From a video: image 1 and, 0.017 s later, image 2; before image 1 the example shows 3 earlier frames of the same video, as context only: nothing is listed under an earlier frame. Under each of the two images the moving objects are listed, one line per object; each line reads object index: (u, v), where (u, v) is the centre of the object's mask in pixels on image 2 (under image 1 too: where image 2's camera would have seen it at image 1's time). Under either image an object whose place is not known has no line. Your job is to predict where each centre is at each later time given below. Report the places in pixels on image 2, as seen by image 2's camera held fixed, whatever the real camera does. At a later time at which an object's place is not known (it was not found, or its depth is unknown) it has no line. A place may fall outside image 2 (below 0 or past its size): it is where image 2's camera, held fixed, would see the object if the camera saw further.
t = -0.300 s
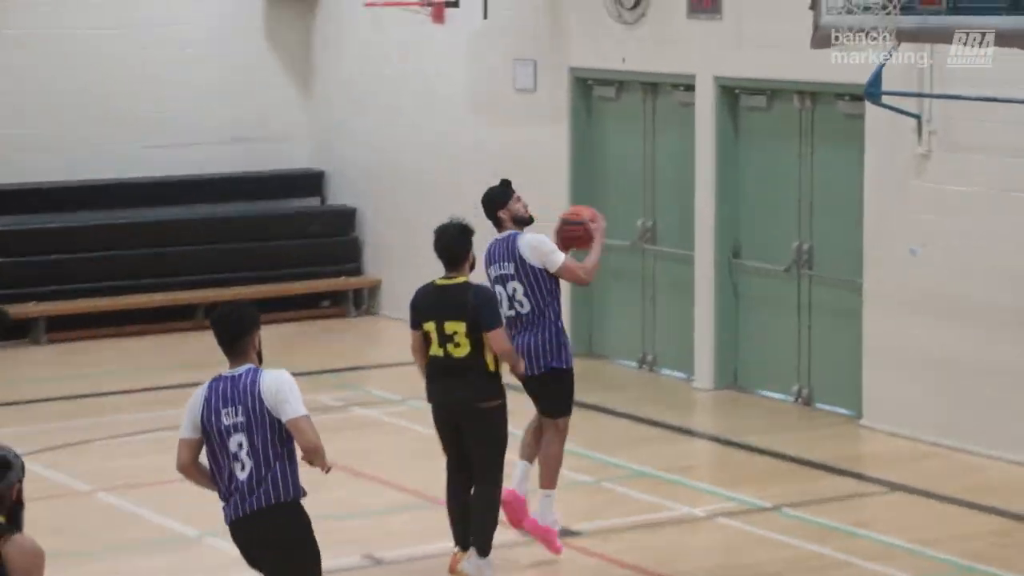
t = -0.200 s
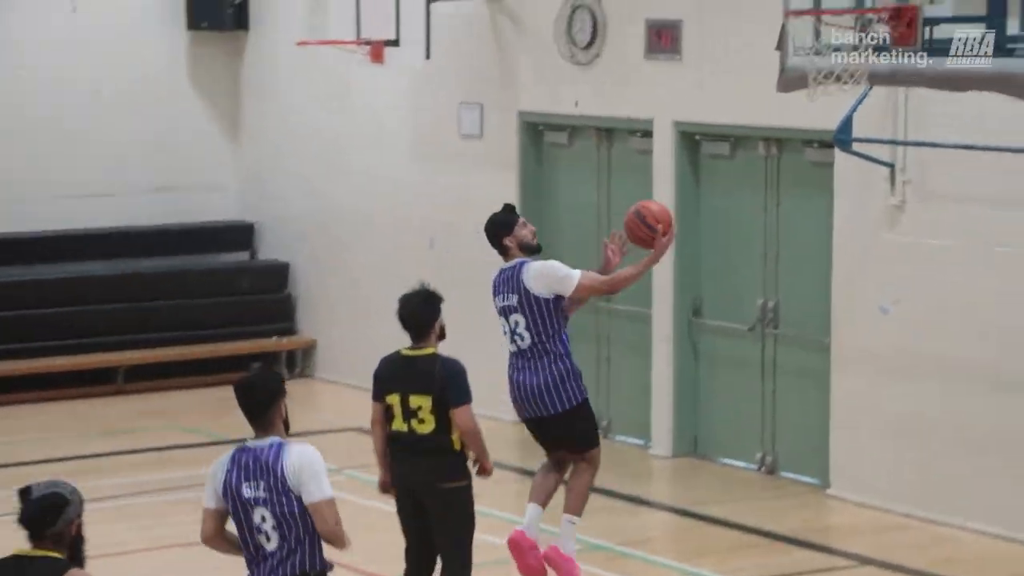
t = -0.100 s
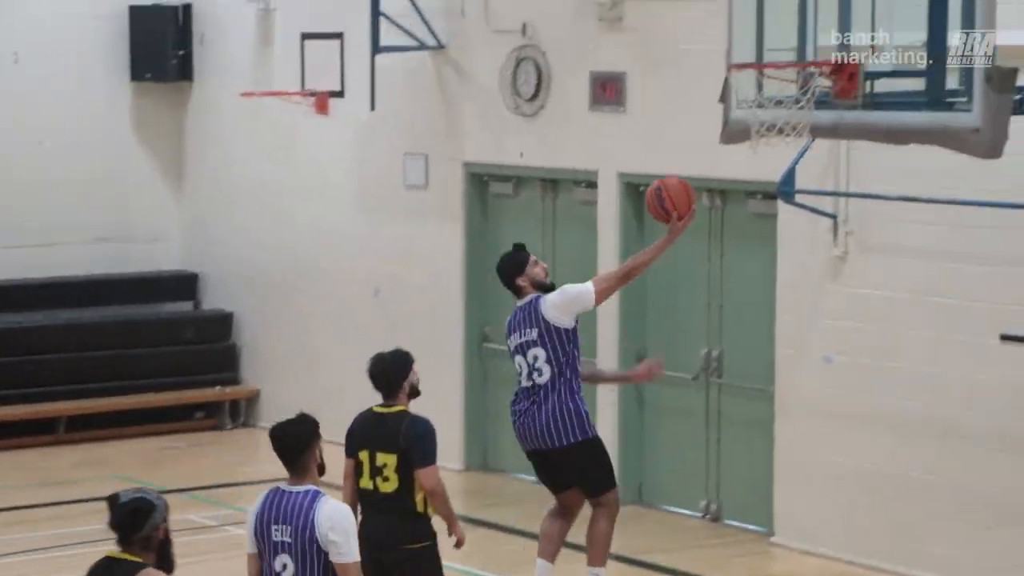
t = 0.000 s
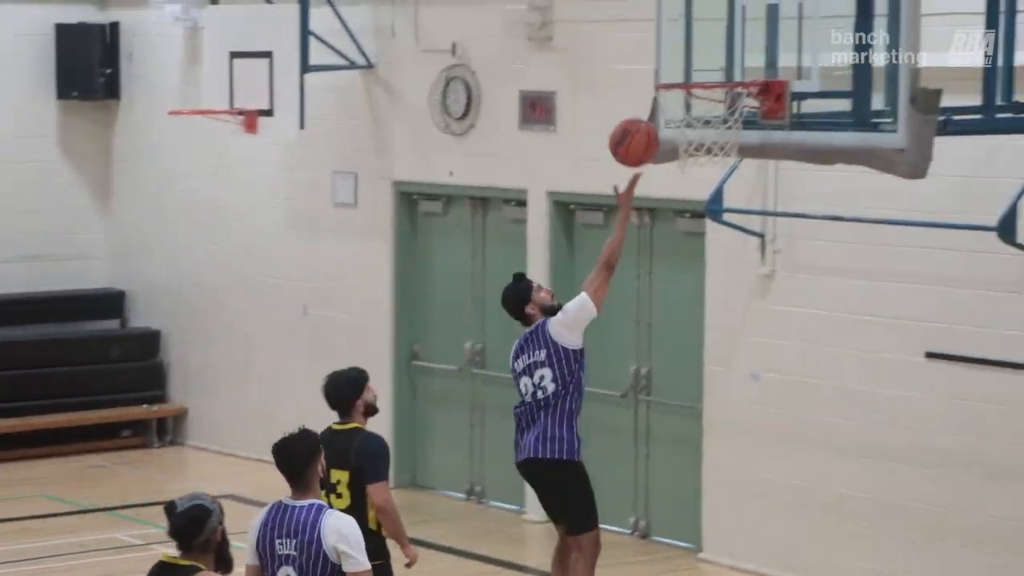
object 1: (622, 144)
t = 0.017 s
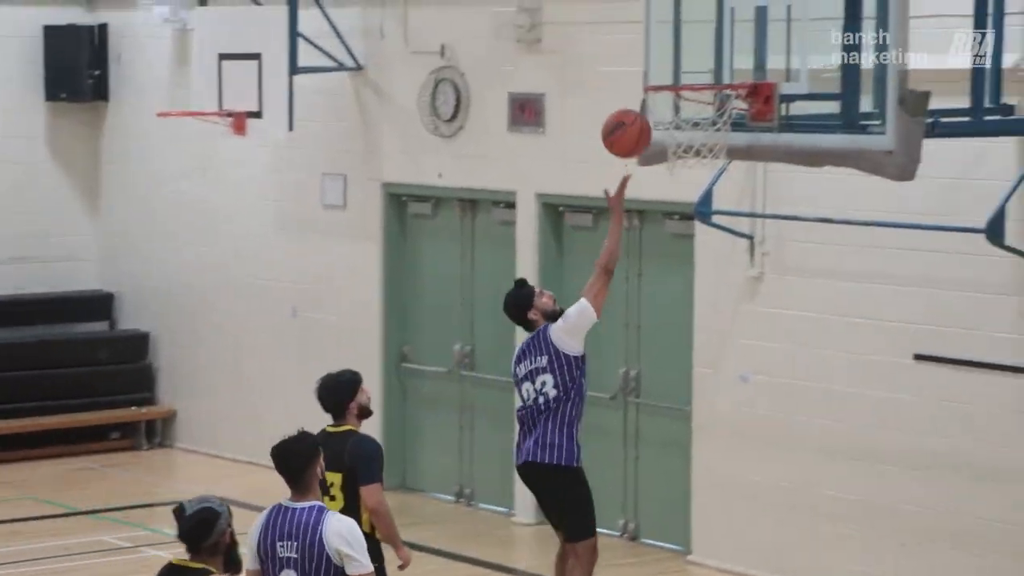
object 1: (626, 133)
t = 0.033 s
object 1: (630, 123)
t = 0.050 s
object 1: (633, 113)
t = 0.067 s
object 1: (633, 104)
